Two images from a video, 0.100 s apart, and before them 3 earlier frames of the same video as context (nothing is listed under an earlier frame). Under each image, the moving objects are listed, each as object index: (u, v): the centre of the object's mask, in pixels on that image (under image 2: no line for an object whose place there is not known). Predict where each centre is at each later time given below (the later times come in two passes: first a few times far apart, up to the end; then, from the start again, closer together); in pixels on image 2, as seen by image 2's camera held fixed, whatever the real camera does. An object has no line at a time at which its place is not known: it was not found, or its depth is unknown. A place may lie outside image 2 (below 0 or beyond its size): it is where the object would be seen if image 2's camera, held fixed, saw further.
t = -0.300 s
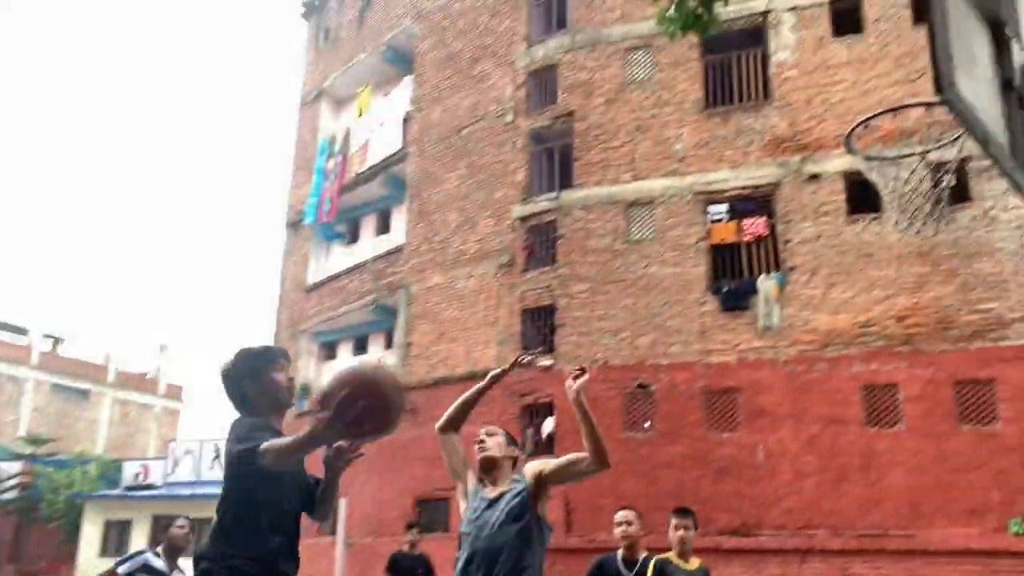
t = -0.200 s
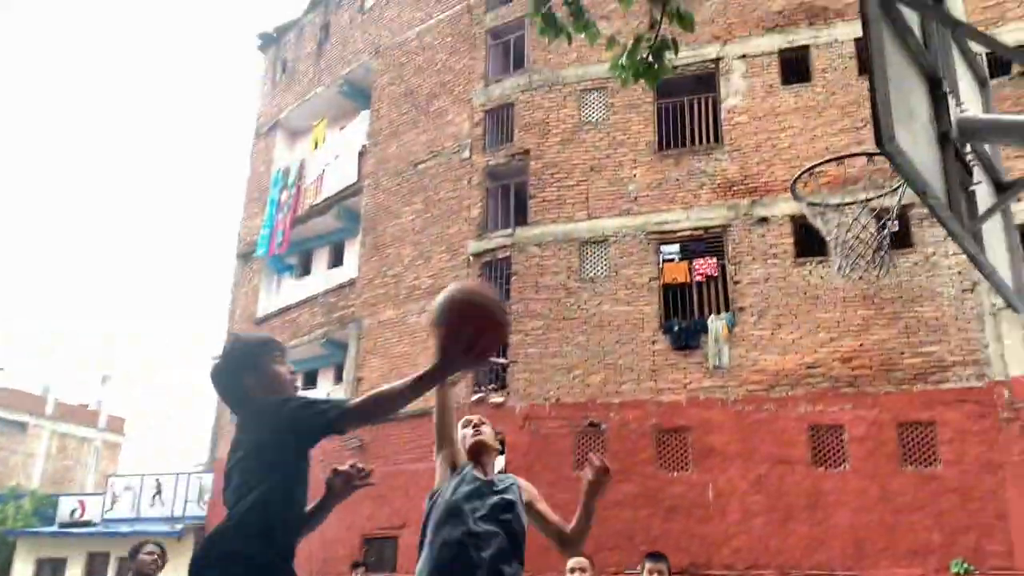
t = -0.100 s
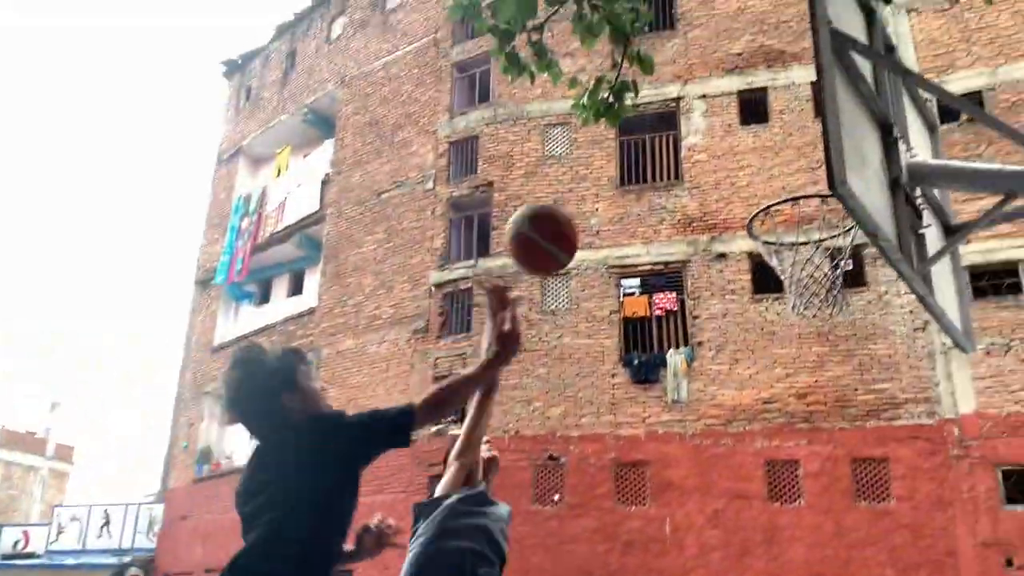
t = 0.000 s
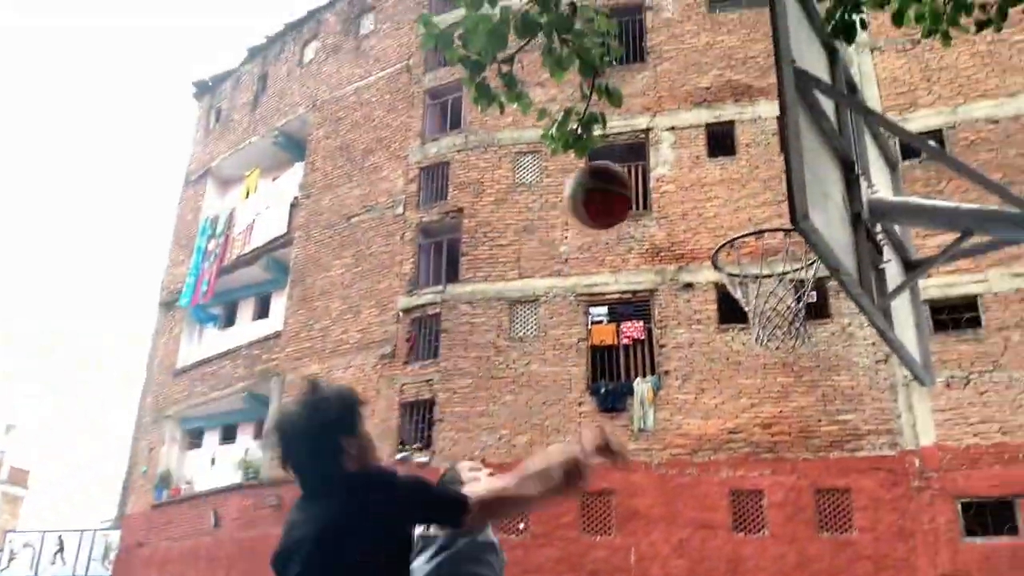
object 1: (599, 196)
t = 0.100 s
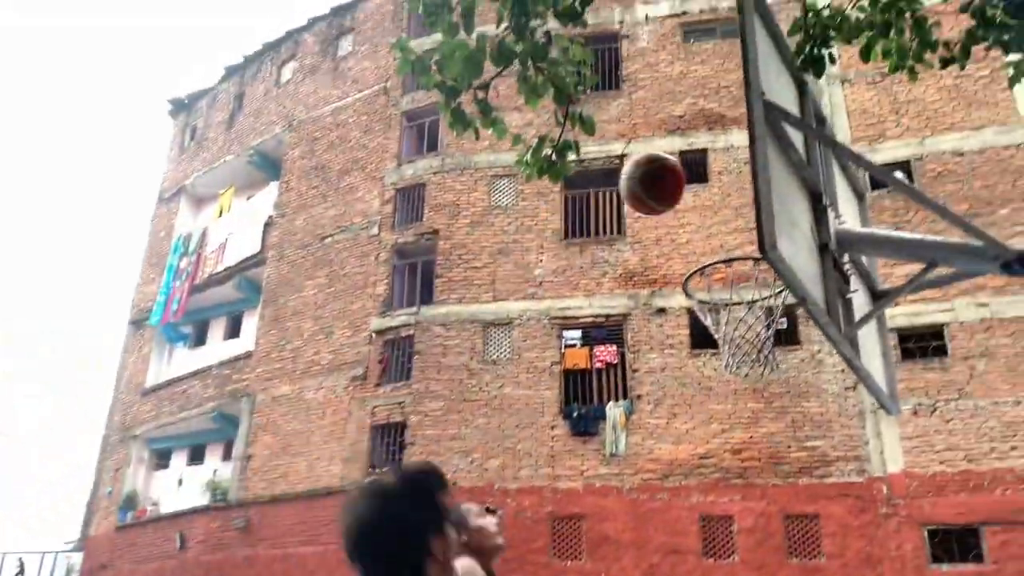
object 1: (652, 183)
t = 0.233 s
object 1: (739, 174)
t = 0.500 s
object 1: (705, 261)
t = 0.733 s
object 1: (759, 298)
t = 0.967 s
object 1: (761, 312)
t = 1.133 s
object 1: (732, 337)
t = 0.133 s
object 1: (679, 176)
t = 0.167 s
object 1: (704, 172)
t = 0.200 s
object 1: (726, 170)
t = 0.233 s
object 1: (739, 174)
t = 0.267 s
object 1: (739, 177)
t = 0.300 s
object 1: (736, 182)
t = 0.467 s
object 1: (711, 240)
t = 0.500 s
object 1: (705, 261)
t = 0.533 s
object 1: (706, 273)
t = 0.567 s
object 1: (716, 281)
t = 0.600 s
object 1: (729, 287)
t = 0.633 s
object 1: (735, 289)
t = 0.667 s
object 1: (741, 290)
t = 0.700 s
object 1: (753, 292)
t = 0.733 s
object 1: (759, 298)
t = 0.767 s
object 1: (767, 305)
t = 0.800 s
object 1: (771, 307)
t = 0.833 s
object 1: (772, 307)
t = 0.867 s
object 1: (770, 306)
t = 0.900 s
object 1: (770, 309)
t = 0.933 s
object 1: (765, 310)
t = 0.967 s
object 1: (761, 312)
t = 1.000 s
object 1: (751, 316)
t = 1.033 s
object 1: (744, 320)
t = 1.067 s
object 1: (739, 324)
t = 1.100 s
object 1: (733, 331)
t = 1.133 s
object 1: (732, 337)
